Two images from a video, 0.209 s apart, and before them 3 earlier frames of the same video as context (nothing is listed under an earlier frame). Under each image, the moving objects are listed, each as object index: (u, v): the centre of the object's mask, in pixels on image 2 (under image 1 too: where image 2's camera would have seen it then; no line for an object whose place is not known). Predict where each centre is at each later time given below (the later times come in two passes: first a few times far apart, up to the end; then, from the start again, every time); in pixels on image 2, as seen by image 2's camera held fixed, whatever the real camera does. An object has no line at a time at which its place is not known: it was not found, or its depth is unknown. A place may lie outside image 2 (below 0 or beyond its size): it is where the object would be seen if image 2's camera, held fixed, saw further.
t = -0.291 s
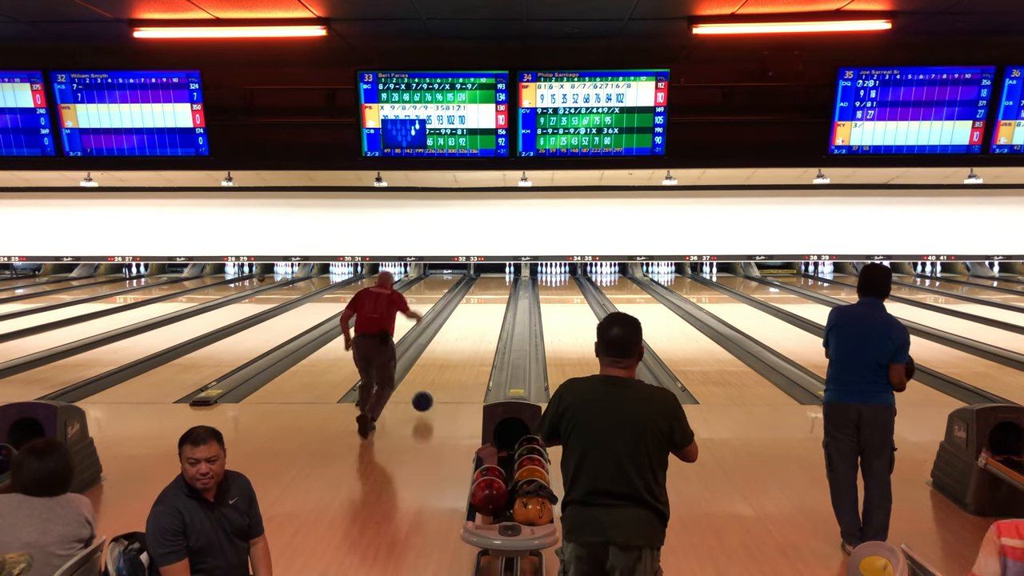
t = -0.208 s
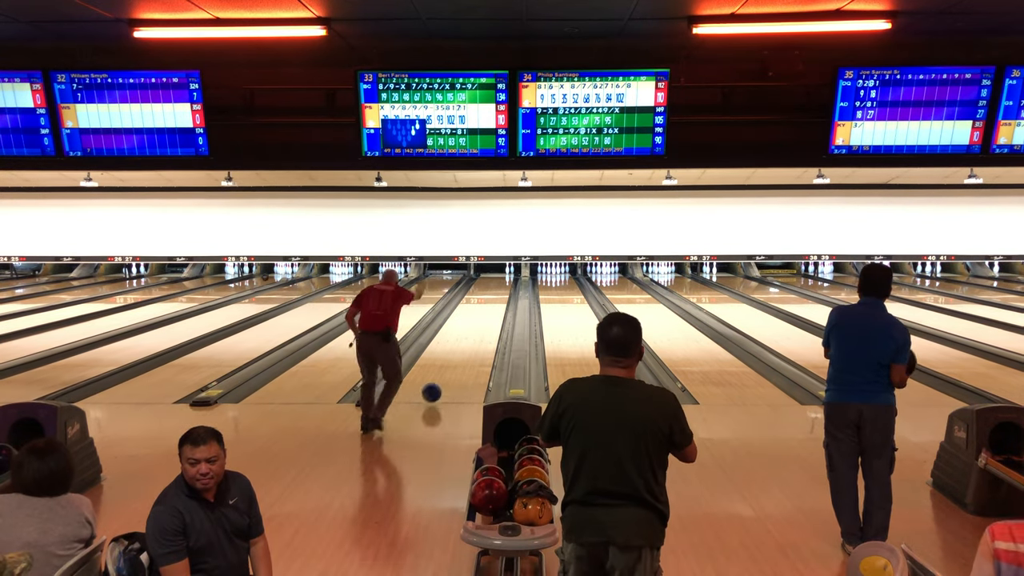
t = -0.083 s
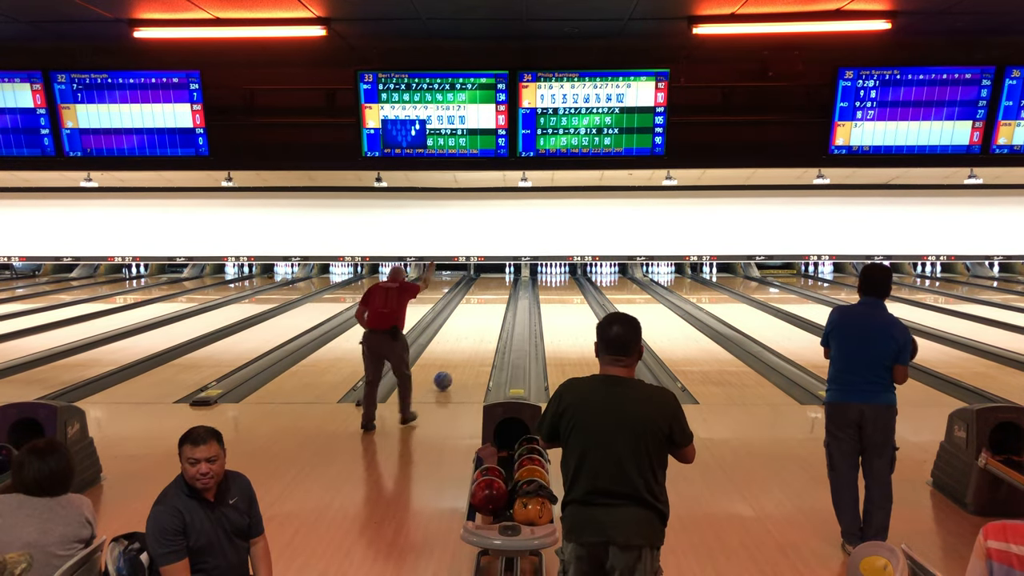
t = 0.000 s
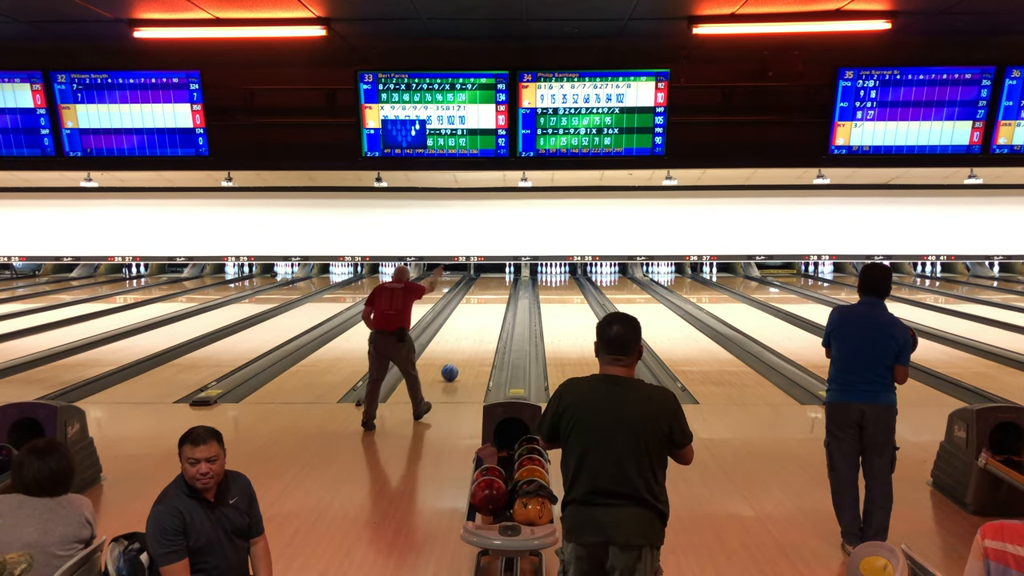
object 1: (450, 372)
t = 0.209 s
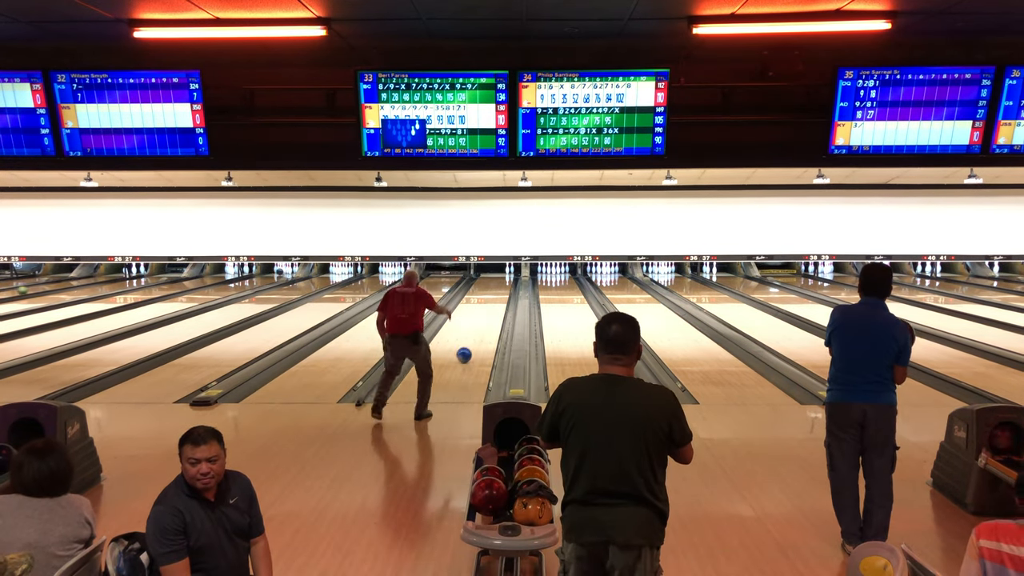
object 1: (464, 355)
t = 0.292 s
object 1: (468, 349)
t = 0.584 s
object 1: (482, 331)
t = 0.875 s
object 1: (493, 318)
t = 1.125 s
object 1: (499, 308)
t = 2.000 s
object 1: (514, 288)
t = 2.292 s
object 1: (515, 283)
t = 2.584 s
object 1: (516, 279)
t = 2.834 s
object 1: (516, 277)
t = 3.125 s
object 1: (517, 273)
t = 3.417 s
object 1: (517, 272)
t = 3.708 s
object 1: (518, 273)
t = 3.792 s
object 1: (518, 274)
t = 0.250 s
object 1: (466, 351)
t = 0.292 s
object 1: (468, 349)
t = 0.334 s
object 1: (471, 346)
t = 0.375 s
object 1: (473, 343)
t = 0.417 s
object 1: (475, 341)
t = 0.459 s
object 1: (477, 338)
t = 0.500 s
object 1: (479, 336)
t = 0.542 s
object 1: (481, 333)
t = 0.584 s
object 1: (482, 331)
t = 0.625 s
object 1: (484, 329)
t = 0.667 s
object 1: (485, 327)
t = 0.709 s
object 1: (487, 325)
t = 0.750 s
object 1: (488, 323)
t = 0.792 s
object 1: (490, 321)
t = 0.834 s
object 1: (491, 320)
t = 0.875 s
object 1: (493, 318)
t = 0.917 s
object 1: (494, 316)
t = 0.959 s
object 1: (495, 314)
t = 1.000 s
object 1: (496, 313)
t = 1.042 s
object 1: (497, 311)
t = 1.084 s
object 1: (498, 310)
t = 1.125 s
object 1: (499, 308)
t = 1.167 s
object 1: (500, 307)
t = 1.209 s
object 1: (501, 305)
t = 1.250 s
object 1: (502, 304)
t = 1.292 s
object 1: (503, 303)
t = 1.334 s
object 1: (504, 301)
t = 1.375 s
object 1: (505, 300)
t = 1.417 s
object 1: (505, 299)
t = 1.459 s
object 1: (506, 298)
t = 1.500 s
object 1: (507, 297)
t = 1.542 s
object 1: (508, 296)
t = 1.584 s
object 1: (509, 295)
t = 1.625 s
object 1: (511, 295)
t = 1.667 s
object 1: (512, 295)
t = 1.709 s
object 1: (513, 295)
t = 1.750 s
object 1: (513, 293)
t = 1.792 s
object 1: (513, 293)
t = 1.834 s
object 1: (513, 292)
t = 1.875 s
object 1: (513, 292)
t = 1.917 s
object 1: (514, 290)
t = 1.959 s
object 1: (514, 290)
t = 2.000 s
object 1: (514, 288)
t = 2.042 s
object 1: (514, 287)
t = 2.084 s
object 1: (515, 287)
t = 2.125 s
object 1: (515, 286)
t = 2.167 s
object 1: (515, 285)
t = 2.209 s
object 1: (515, 284)
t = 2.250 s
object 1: (515, 284)
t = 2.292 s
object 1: (515, 283)
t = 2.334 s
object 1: (515, 282)
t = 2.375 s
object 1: (516, 281)
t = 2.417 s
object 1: (516, 281)
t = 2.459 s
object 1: (515, 281)
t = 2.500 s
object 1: (515, 281)
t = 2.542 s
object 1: (515, 280)
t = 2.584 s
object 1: (516, 279)
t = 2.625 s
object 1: (516, 279)
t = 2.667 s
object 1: (516, 278)
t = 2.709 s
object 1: (516, 278)
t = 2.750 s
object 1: (516, 277)
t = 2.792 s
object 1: (516, 277)
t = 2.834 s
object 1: (516, 277)
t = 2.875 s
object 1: (516, 277)
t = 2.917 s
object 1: (516, 275)
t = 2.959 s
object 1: (516, 275)
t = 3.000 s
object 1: (516, 274)
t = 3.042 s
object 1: (517, 273)
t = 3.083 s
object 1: (517, 273)
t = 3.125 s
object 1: (517, 273)
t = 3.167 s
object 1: (517, 273)
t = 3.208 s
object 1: (517, 273)
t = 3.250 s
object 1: (517, 272)
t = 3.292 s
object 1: (517, 273)
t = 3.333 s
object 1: (517, 272)
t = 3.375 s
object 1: (517, 273)
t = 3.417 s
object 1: (517, 272)
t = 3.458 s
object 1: (517, 273)
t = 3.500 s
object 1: (516, 273)
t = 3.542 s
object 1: (517, 273)
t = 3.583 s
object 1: (516, 274)
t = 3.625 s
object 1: (517, 274)
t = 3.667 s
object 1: (516, 274)
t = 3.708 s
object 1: (518, 273)
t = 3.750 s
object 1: (517, 274)
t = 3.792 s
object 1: (518, 274)
